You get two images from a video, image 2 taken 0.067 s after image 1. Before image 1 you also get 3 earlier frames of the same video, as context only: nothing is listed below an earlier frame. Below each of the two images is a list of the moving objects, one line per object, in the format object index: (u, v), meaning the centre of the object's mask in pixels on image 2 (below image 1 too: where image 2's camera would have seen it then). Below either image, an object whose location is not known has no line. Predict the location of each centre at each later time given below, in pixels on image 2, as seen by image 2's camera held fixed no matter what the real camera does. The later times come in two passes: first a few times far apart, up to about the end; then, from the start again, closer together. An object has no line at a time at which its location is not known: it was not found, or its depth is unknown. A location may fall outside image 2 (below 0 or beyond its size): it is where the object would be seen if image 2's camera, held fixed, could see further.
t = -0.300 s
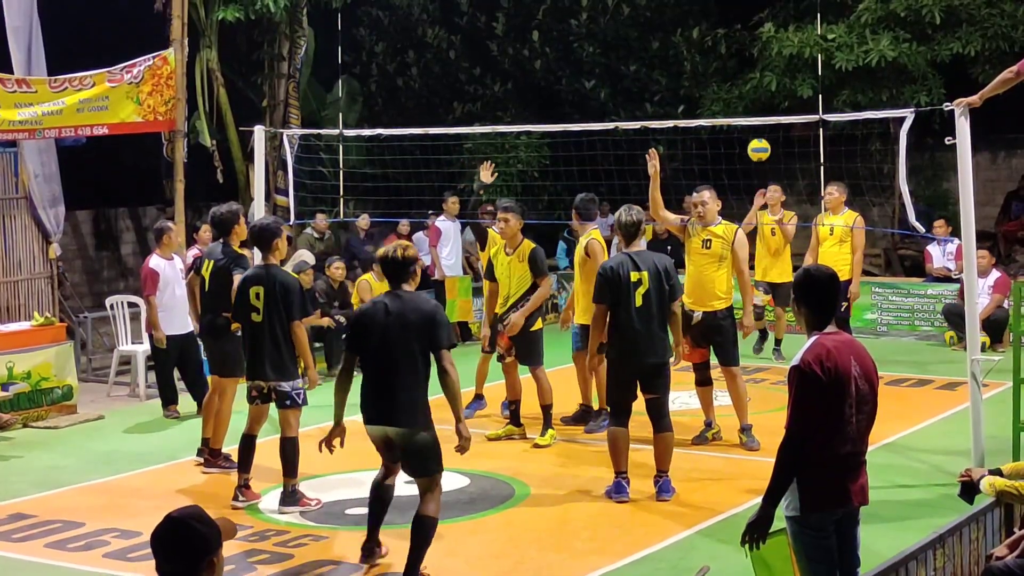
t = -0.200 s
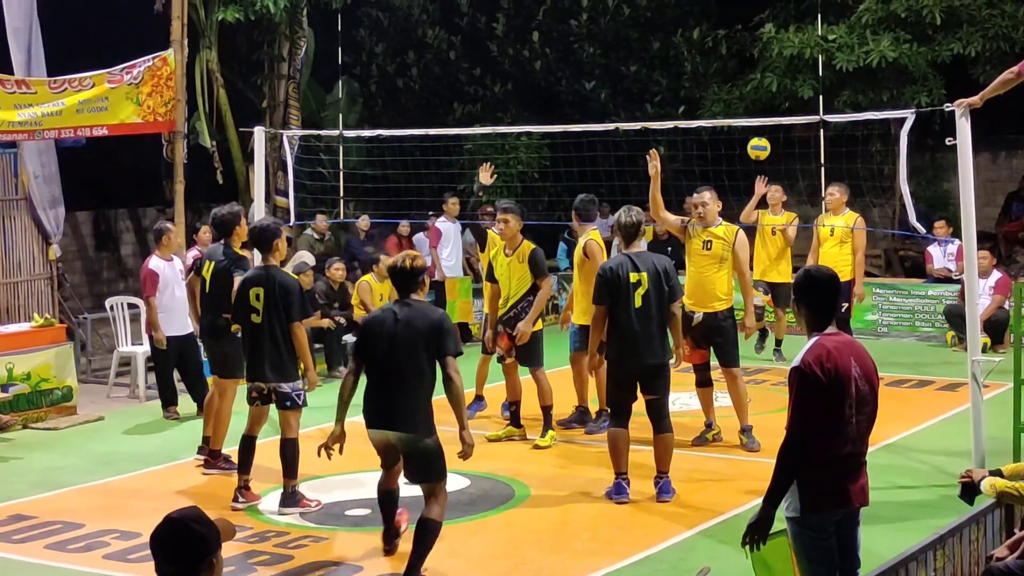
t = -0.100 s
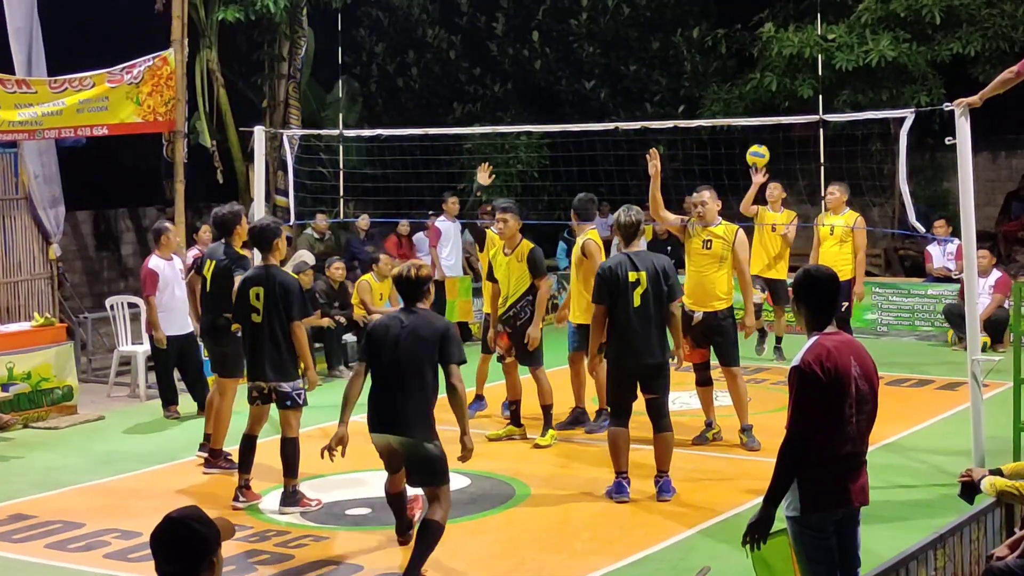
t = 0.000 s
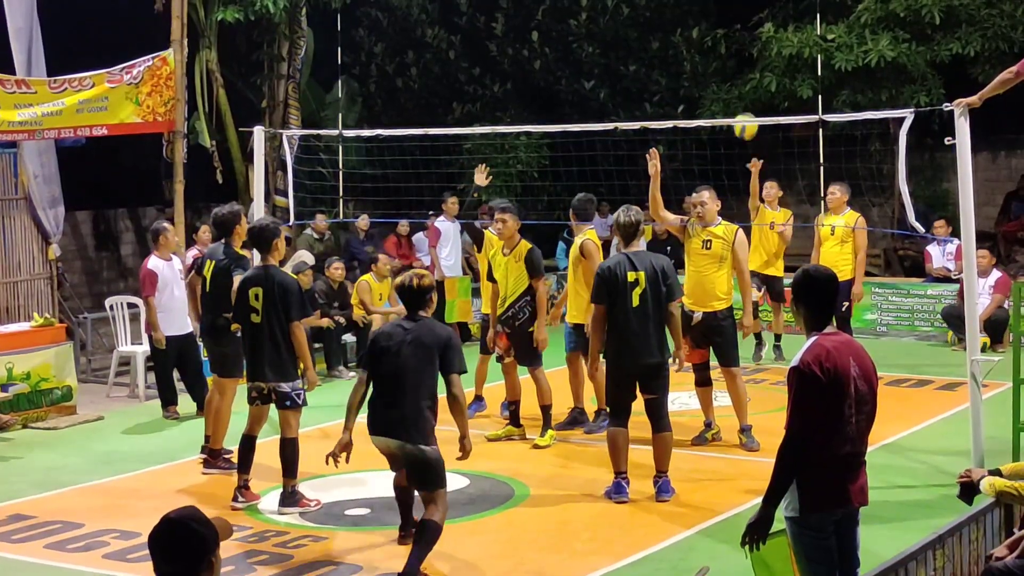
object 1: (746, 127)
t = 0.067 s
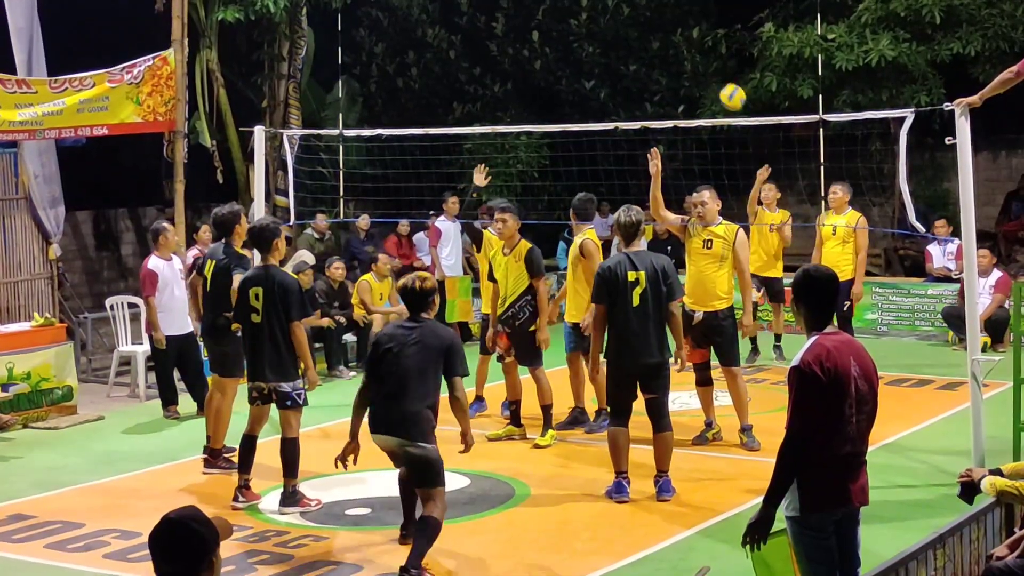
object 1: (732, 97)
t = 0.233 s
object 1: (696, 43)
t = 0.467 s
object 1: (640, 20)
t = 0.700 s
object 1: (574, 74)
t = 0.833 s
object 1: (527, 149)
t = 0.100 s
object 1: (725, 84)
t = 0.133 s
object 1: (718, 72)
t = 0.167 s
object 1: (711, 61)
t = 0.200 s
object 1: (703, 52)
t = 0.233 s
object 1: (696, 43)
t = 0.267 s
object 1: (688, 36)
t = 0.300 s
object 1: (681, 30)
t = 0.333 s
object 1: (673, 26)
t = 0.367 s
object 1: (665, 22)
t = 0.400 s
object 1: (657, 20)
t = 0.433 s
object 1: (648, 19)
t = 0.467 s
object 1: (640, 20)
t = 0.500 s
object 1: (631, 23)
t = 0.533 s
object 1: (622, 27)
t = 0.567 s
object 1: (613, 32)
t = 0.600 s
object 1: (604, 40)
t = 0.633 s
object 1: (594, 49)
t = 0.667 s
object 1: (584, 61)
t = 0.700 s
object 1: (574, 74)
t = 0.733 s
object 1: (563, 89)
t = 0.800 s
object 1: (540, 126)
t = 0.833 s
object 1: (527, 149)
